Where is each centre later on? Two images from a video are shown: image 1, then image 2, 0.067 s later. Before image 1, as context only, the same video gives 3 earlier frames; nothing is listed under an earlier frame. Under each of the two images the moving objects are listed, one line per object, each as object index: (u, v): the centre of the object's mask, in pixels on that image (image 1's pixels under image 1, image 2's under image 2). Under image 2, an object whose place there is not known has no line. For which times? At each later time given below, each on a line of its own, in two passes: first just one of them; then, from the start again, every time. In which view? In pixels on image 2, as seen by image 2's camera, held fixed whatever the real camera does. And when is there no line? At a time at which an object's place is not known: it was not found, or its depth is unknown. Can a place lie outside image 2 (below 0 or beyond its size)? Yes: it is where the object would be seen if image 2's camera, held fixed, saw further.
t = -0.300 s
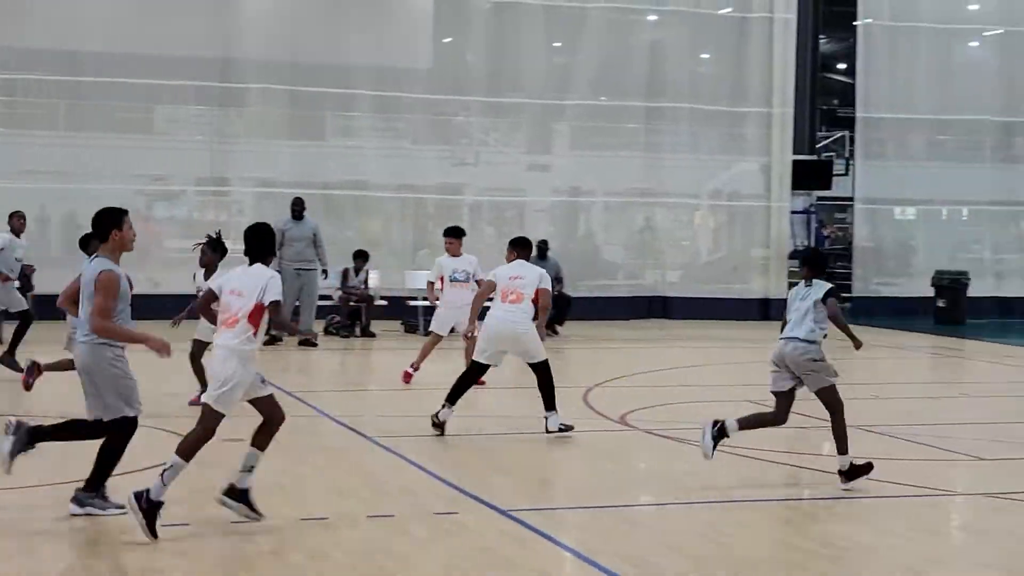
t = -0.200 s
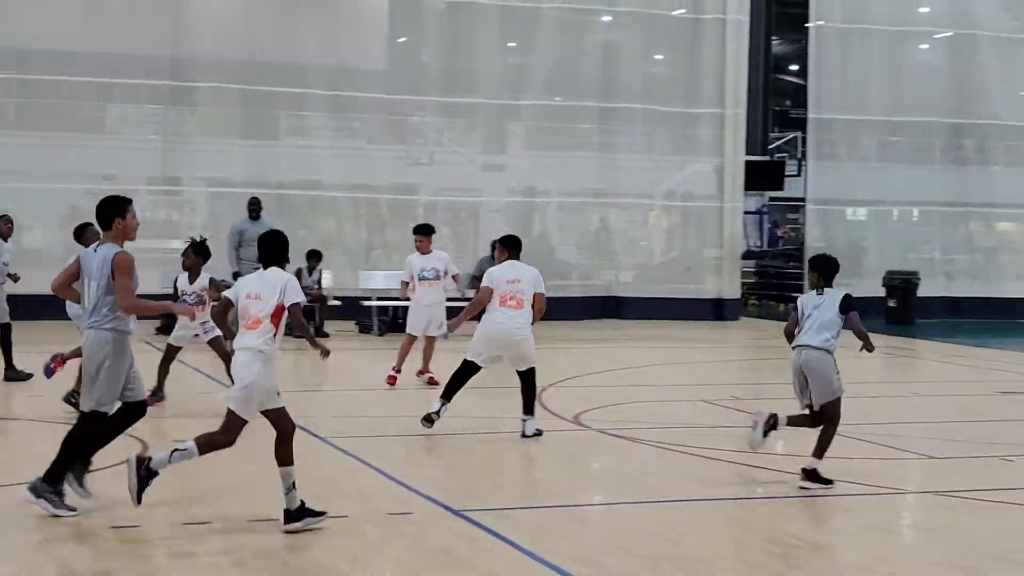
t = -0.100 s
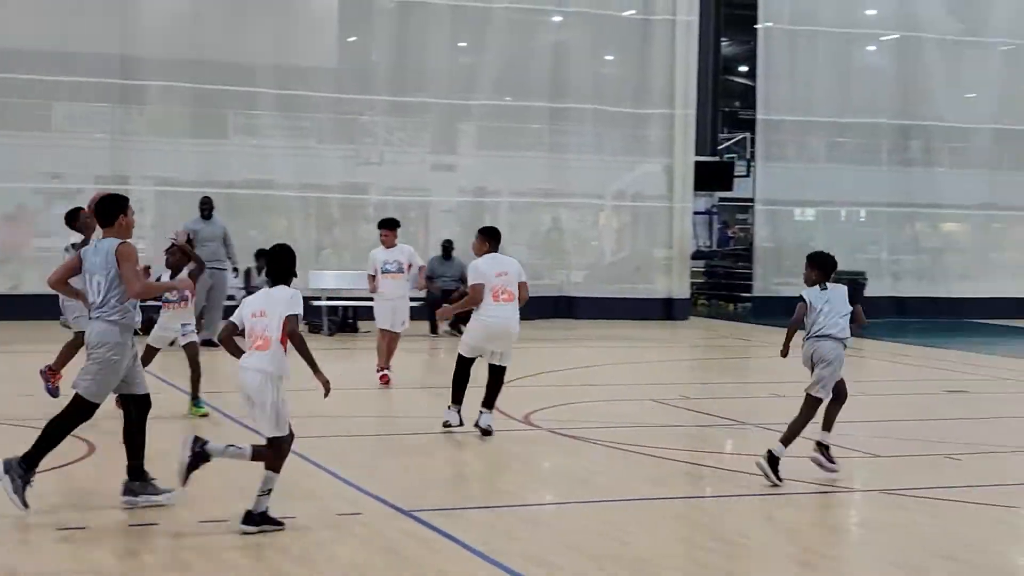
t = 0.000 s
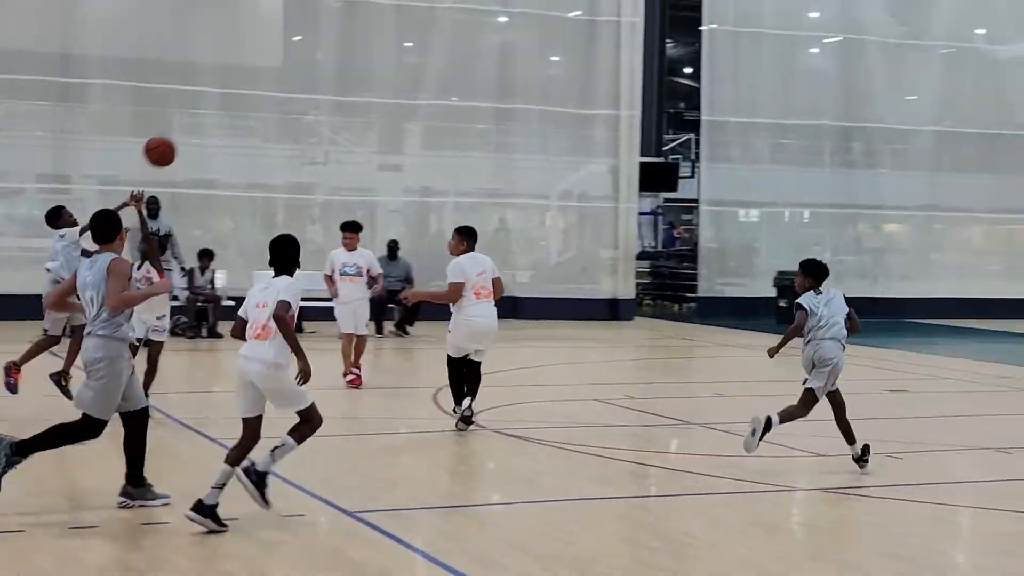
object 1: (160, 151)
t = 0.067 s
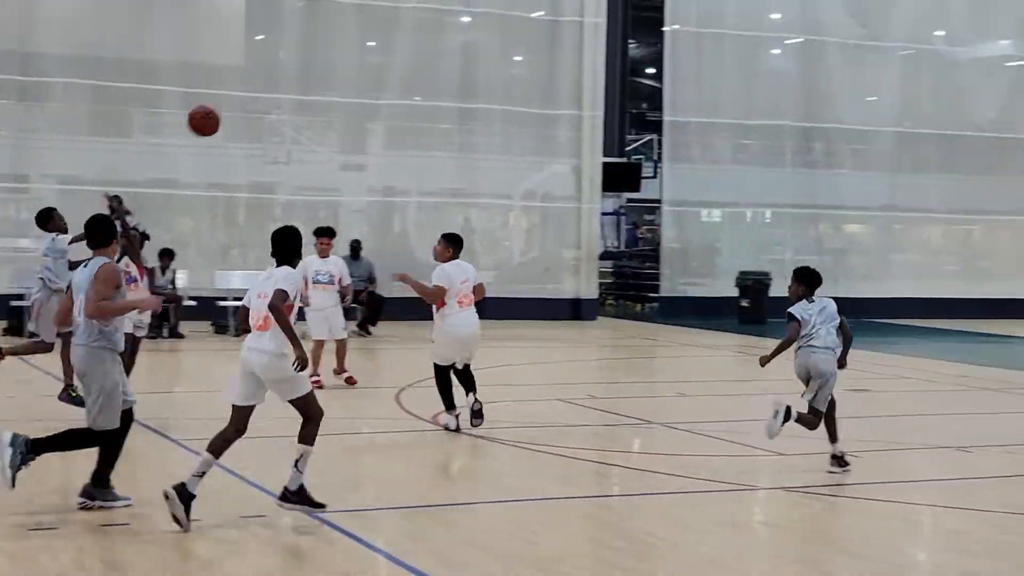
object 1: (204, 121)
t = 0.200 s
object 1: (366, 80)
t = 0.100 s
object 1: (244, 109)
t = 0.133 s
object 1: (284, 97)
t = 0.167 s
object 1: (326, 88)
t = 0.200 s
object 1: (366, 80)
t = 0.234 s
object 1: (404, 72)
